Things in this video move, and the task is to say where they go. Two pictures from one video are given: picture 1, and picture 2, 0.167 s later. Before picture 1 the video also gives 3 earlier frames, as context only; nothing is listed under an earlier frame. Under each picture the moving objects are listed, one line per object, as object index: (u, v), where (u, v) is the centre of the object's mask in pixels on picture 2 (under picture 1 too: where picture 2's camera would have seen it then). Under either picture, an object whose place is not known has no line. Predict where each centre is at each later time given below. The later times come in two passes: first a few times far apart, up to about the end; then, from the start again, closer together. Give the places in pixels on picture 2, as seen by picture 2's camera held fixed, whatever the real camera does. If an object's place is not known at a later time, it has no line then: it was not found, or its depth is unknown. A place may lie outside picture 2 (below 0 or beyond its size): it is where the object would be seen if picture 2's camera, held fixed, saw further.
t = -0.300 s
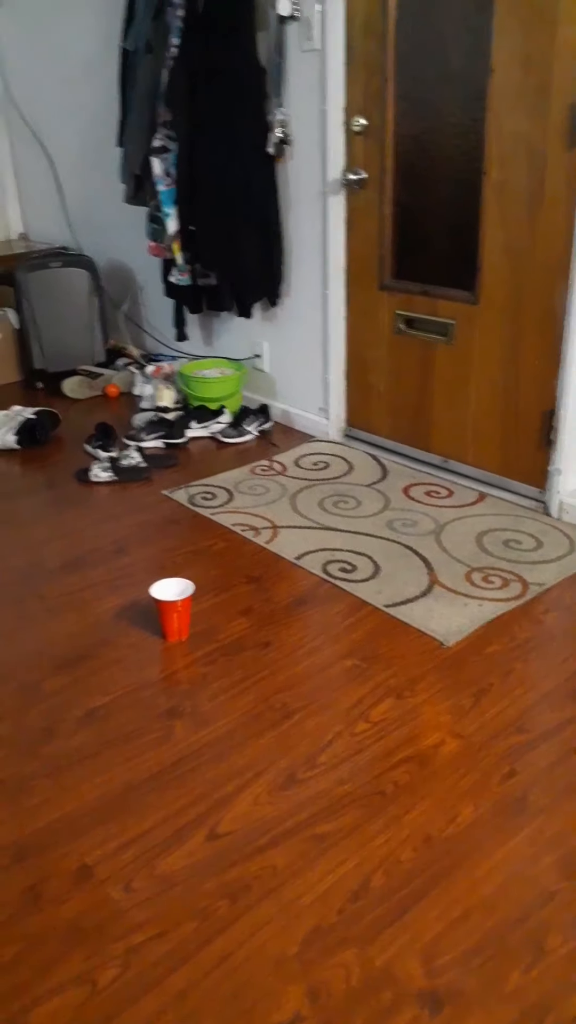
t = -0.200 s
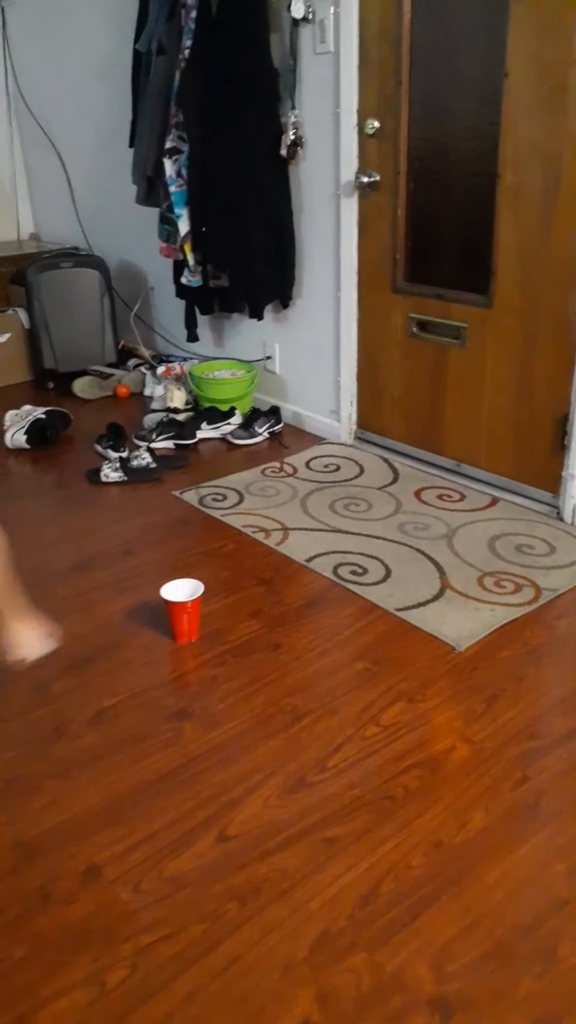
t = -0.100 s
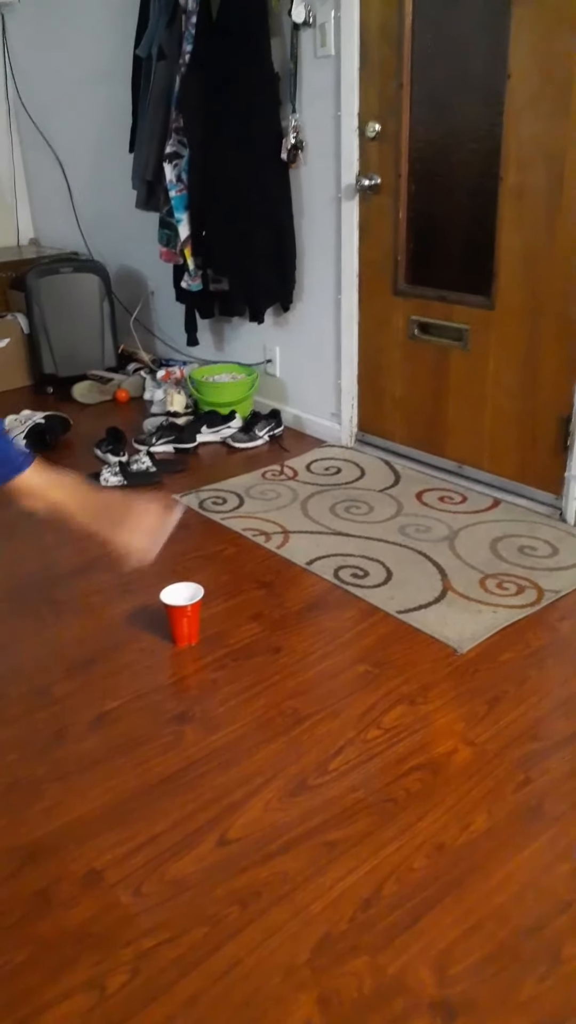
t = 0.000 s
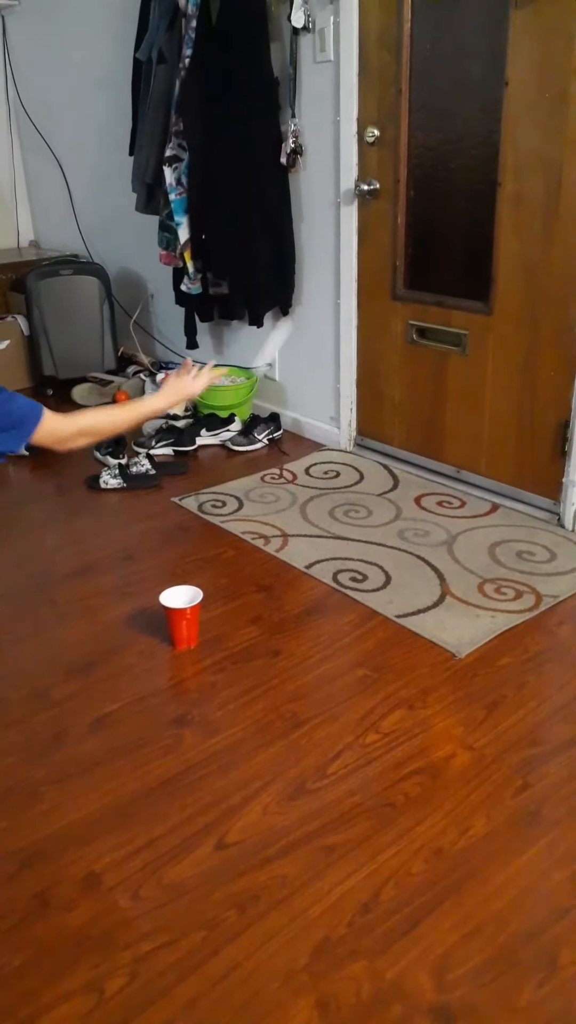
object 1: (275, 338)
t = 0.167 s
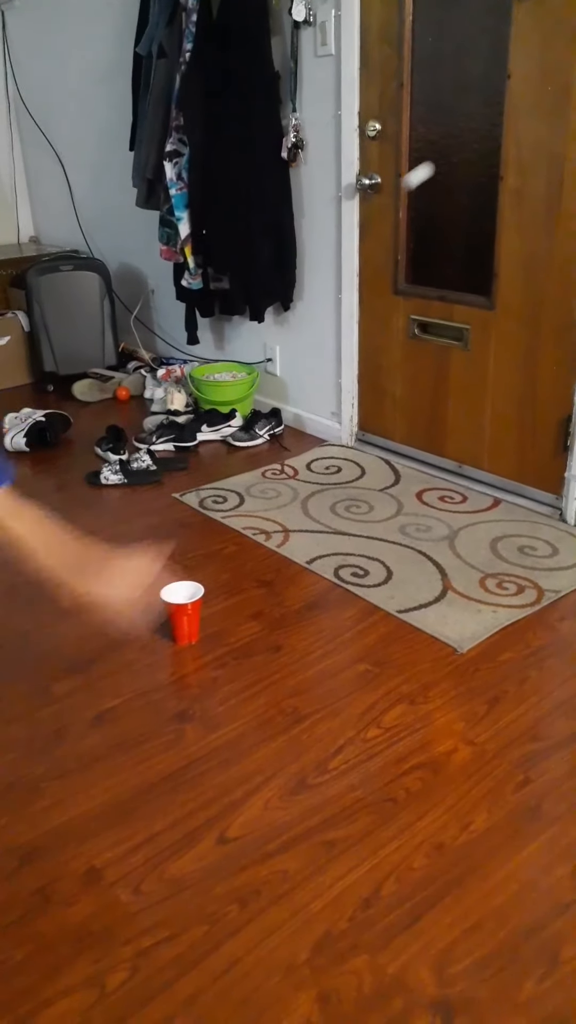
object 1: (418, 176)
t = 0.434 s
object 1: (464, 187)
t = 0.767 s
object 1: (294, 551)
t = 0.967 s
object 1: (227, 490)
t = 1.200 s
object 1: (157, 554)
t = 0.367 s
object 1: (501, 164)
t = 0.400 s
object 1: (483, 173)
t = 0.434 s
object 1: (464, 187)
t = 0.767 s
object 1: (294, 551)
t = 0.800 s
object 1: (282, 568)
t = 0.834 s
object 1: (272, 545)
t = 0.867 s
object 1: (260, 526)
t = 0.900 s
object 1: (249, 509)
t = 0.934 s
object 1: (238, 498)
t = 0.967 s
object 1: (227, 490)
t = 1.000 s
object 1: (216, 486)
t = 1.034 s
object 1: (205, 487)
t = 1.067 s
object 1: (194, 493)
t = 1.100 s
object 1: (185, 502)
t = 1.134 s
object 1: (175, 515)
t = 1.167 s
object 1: (165, 532)
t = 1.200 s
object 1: (157, 554)
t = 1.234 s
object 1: (149, 578)
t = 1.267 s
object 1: (142, 606)
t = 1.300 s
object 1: (131, 601)
